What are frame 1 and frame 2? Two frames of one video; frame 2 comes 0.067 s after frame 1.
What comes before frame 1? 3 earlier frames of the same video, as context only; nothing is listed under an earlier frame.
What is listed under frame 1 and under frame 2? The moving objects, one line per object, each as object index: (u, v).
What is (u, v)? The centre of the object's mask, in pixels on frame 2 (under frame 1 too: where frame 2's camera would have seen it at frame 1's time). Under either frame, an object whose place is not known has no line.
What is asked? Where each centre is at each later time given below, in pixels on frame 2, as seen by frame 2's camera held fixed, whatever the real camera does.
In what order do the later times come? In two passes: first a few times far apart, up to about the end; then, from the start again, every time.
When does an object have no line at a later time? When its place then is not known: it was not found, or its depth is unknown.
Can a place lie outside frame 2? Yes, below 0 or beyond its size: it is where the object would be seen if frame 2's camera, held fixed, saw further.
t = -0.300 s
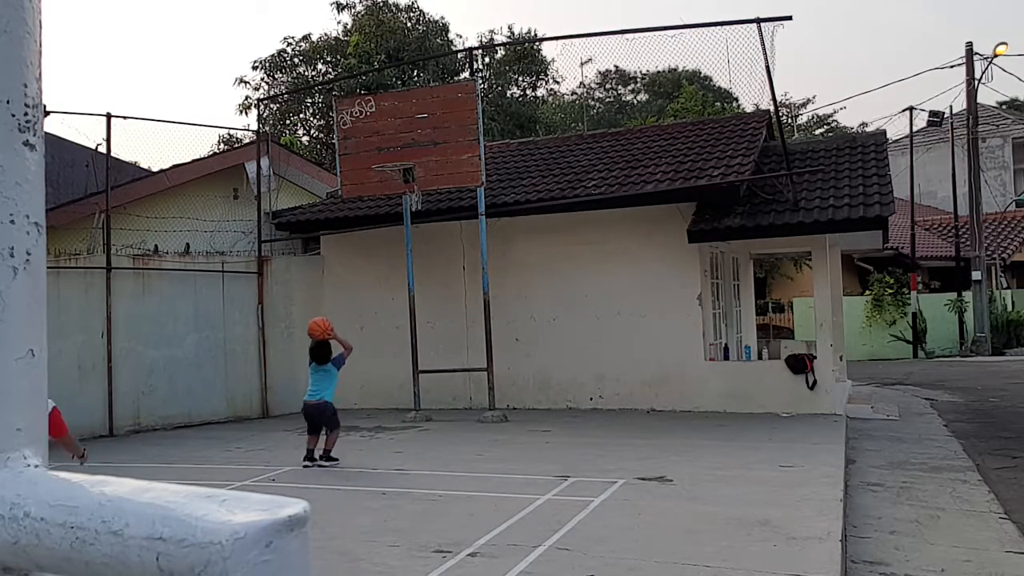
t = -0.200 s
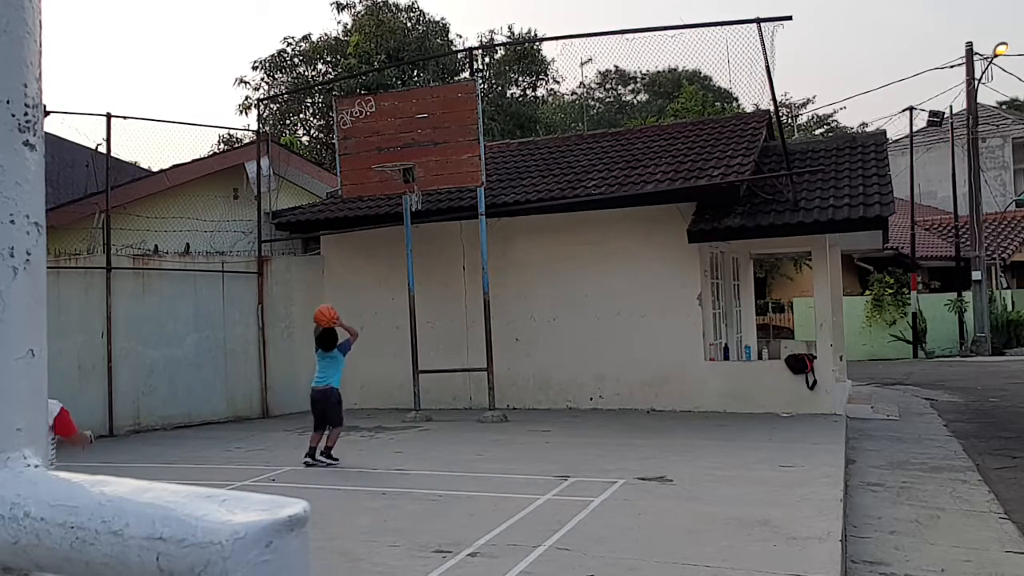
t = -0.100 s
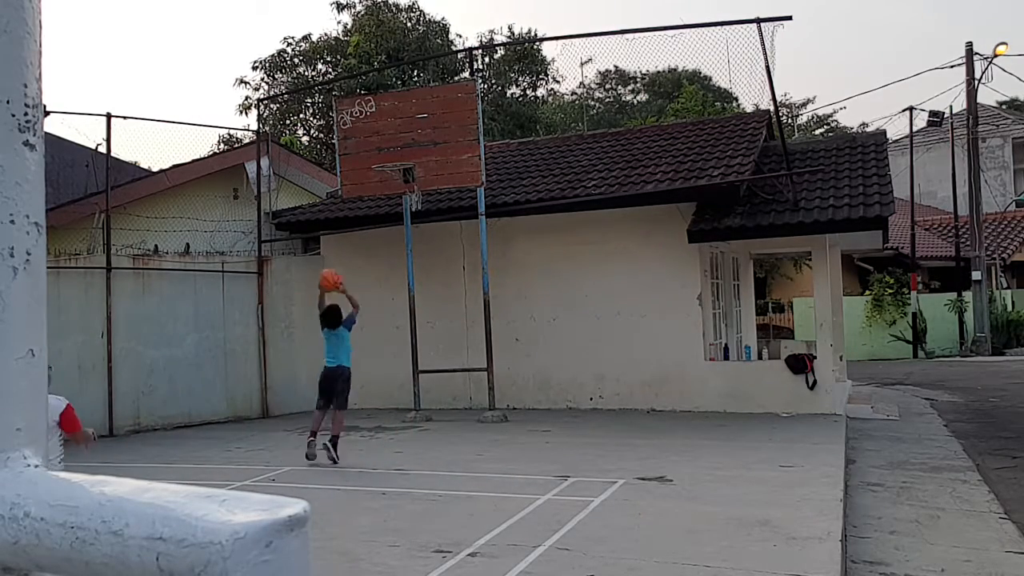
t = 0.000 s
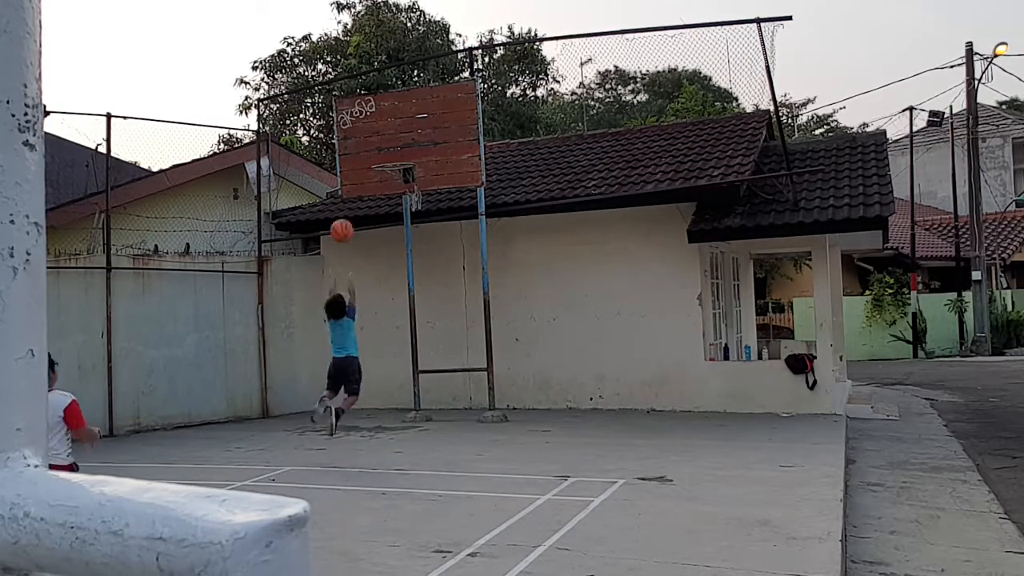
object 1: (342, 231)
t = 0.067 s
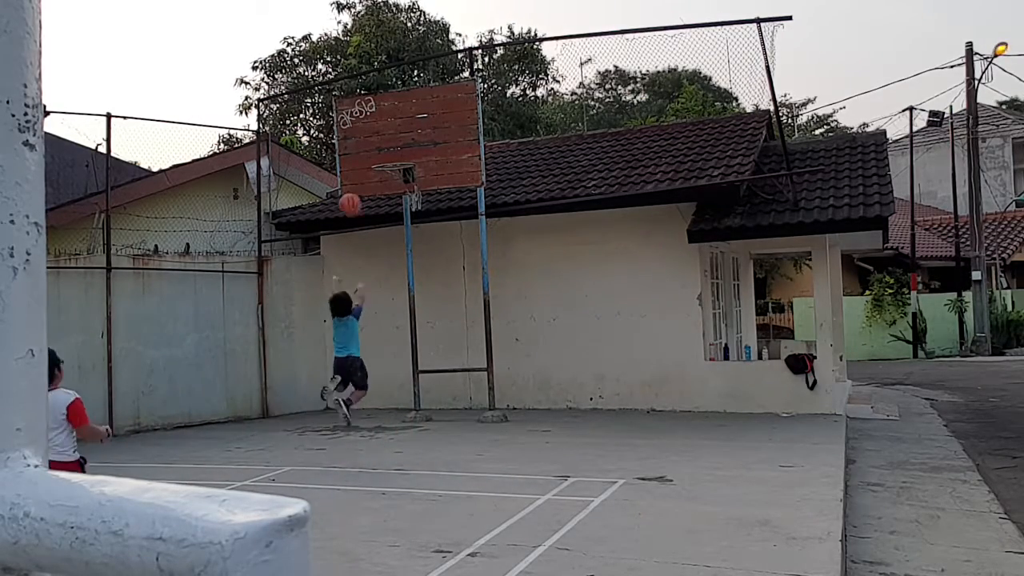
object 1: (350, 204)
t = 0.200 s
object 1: (366, 167)
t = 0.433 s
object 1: (391, 146)
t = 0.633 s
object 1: (382, 160)
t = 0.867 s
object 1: (400, 164)
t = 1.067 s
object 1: (381, 176)
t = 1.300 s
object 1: (374, 232)
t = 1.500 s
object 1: (369, 323)
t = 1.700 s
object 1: (365, 431)
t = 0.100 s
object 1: (354, 193)
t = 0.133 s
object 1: (357, 183)
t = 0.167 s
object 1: (362, 174)
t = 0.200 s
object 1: (366, 167)
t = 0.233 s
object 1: (369, 161)
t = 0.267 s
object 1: (374, 156)
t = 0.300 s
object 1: (377, 153)
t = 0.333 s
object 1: (381, 150)
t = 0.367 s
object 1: (385, 148)
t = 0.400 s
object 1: (388, 146)
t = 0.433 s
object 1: (391, 146)
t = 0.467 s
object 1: (395, 152)
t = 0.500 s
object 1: (395, 153)
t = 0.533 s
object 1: (391, 154)
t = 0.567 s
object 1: (387, 155)
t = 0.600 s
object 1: (383, 159)
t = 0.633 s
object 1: (382, 160)
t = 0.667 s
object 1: (387, 161)
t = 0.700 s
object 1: (391, 163)
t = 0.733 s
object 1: (397, 163)
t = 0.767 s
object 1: (401, 163)
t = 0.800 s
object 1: (401, 163)
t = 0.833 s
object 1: (401, 164)
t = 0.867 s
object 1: (400, 164)
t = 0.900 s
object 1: (393, 164)
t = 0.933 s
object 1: (390, 166)
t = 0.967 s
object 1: (387, 166)
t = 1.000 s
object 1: (382, 172)
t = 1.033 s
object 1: (382, 174)
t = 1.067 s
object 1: (381, 176)
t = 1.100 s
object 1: (380, 180)
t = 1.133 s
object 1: (378, 187)
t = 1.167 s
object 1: (377, 194)
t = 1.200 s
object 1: (376, 202)
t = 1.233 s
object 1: (375, 210)
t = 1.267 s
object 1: (374, 220)
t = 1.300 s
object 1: (374, 232)
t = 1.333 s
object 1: (373, 244)
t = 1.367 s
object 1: (371, 257)
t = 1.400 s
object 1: (371, 272)
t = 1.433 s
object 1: (370, 288)
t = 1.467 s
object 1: (370, 304)
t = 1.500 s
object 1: (369, 323)
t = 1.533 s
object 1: (368, 342)
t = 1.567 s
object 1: (368, 363)
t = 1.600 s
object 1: (367, 384)
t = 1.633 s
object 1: (366, 408)
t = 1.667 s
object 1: (365, 433)
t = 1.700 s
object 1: (365, 431)
